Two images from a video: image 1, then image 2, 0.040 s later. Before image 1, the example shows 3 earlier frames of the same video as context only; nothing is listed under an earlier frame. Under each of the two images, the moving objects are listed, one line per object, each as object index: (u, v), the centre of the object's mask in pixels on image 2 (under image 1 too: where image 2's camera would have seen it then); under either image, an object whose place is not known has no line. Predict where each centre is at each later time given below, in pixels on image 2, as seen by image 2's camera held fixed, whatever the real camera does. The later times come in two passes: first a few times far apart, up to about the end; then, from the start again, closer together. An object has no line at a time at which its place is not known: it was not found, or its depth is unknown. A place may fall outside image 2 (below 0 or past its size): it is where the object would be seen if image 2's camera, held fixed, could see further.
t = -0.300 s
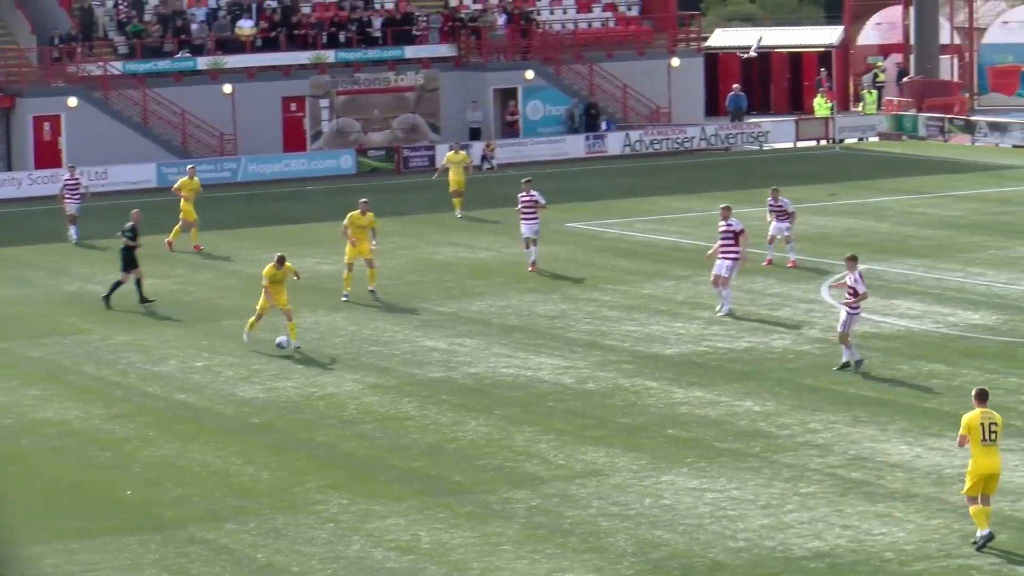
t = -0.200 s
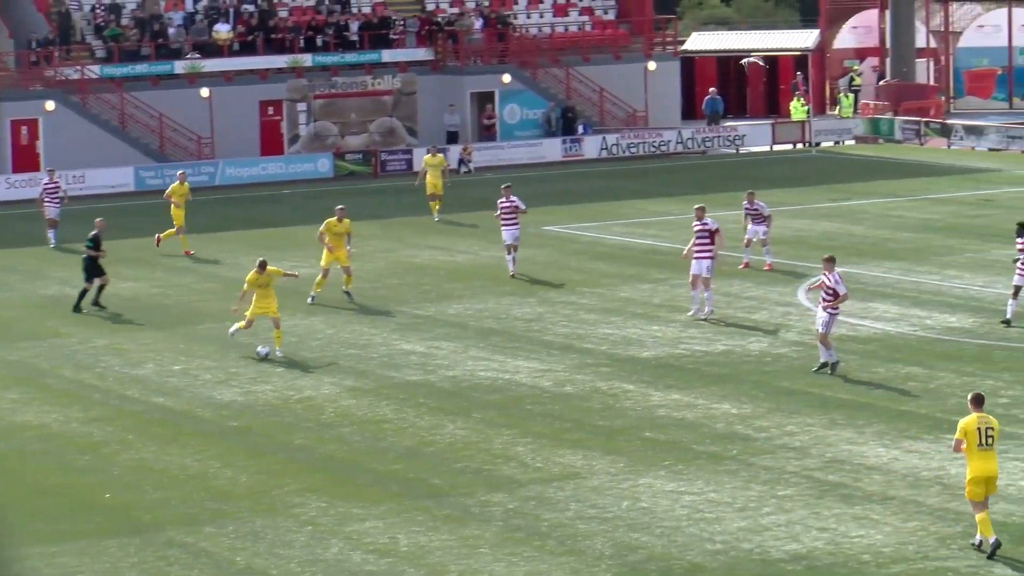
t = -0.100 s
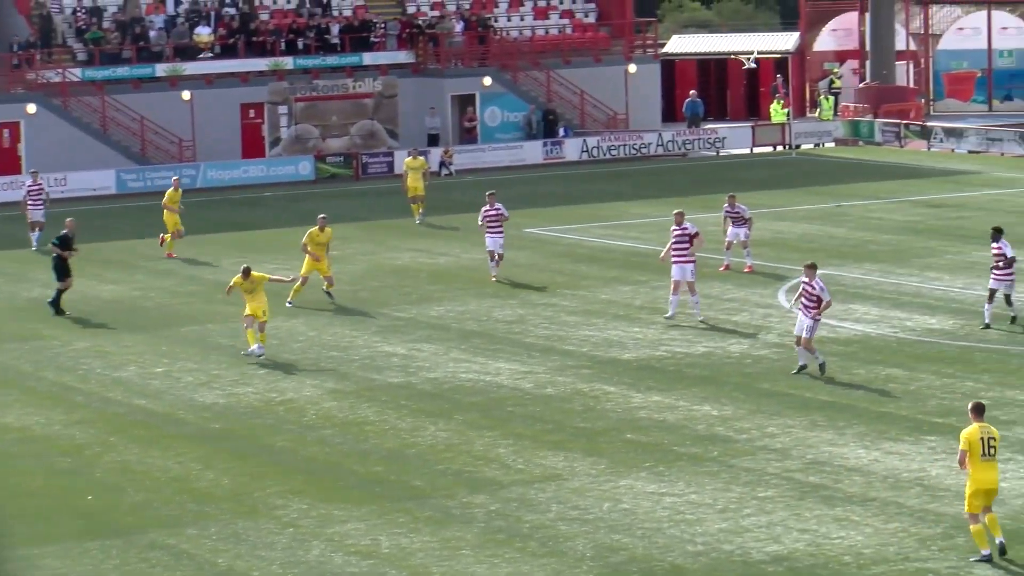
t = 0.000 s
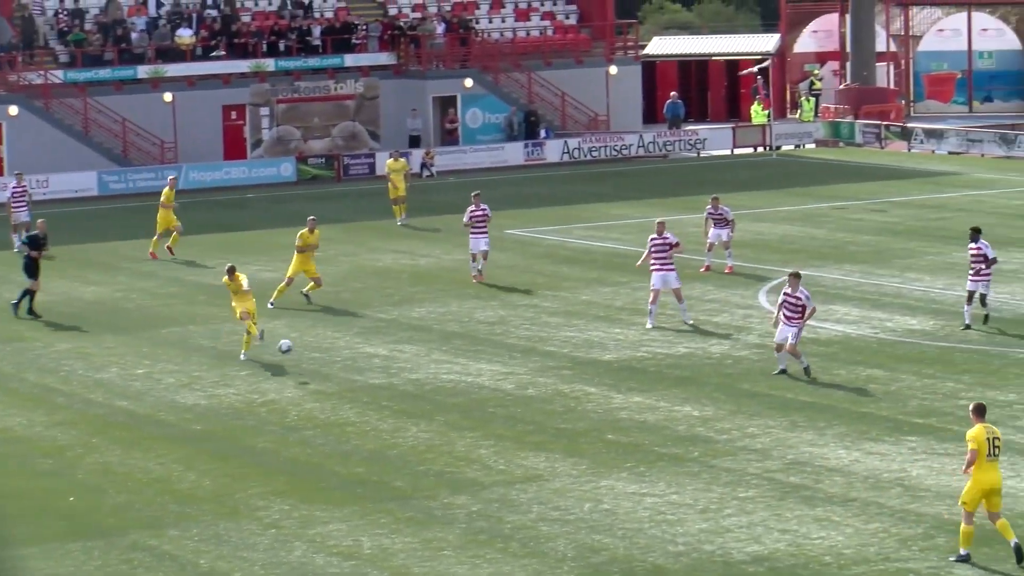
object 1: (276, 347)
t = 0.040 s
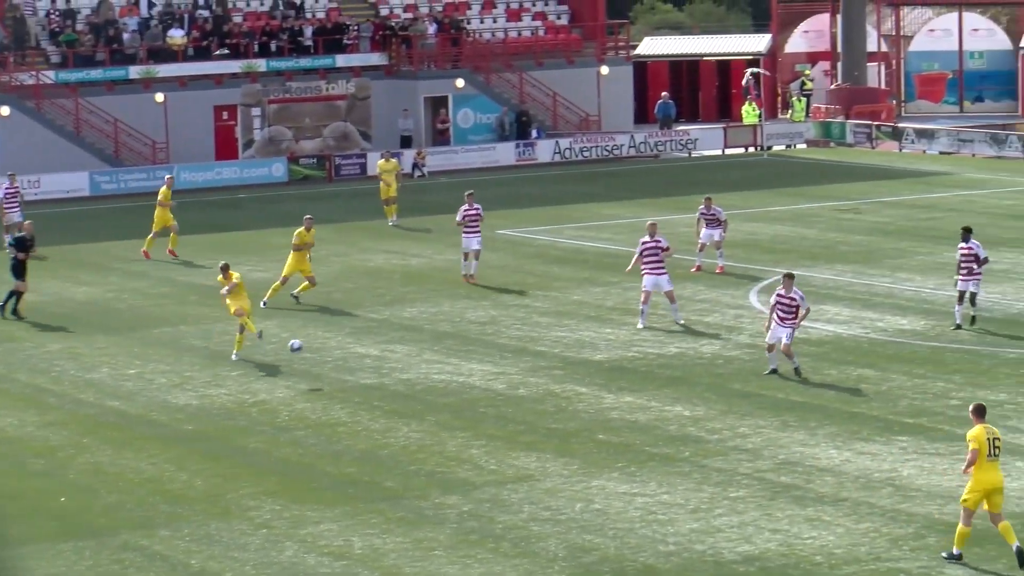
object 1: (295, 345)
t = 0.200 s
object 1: (378, 354)
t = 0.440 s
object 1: (524, 396)
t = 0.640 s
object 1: (668, 466)
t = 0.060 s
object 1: (305, 346)
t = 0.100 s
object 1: (325, 347)
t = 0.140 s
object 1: (346, 349)
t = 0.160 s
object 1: (357, 350)
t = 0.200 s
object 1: (378, 354)
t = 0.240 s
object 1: (401, 357)
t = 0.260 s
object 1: (412, 360)
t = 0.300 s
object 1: (436, 365)
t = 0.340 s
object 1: (460, 373)
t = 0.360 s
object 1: (473, 377)
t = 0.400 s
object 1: (498, 385)
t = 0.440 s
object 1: (524, 396)
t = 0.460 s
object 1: (537, 401)
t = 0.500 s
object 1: (564, 413)
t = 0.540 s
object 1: (592, 426)
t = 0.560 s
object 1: (606, 432)
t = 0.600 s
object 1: (637, 448)
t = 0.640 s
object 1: (668, 466)
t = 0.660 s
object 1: (680, 467)
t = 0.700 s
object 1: (704, 464)
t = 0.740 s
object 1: (727, 465)
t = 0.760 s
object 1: (740, 465)
